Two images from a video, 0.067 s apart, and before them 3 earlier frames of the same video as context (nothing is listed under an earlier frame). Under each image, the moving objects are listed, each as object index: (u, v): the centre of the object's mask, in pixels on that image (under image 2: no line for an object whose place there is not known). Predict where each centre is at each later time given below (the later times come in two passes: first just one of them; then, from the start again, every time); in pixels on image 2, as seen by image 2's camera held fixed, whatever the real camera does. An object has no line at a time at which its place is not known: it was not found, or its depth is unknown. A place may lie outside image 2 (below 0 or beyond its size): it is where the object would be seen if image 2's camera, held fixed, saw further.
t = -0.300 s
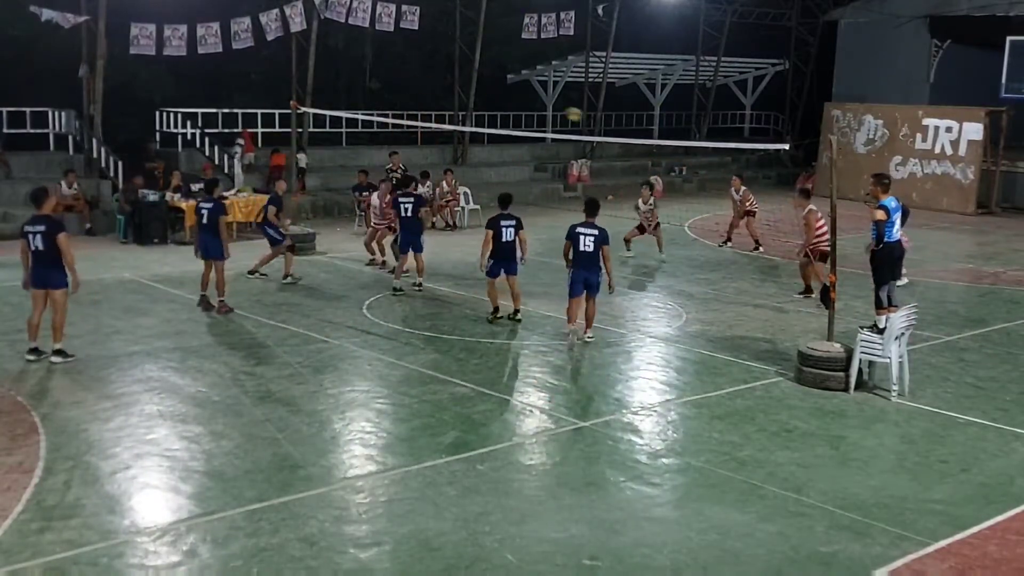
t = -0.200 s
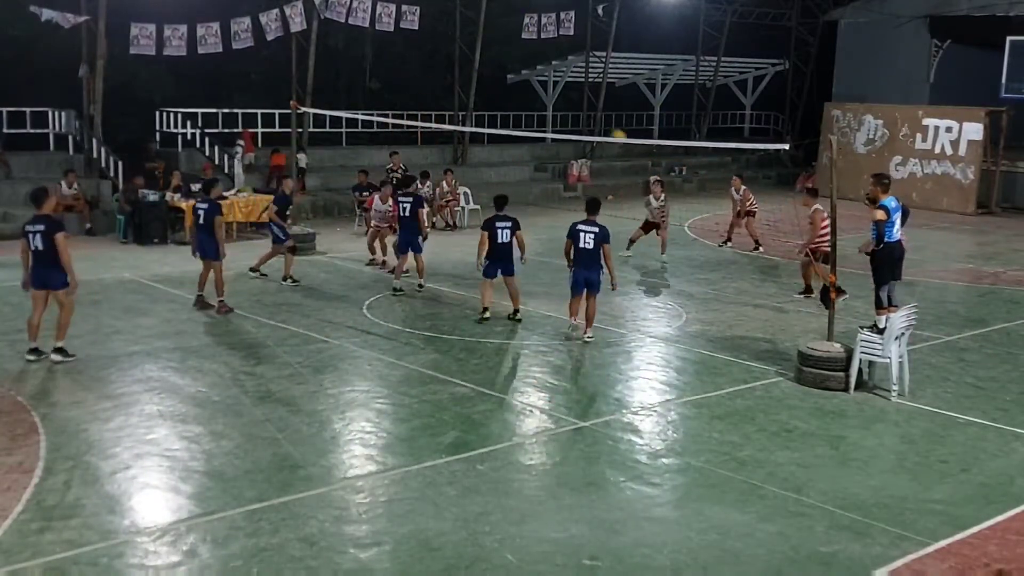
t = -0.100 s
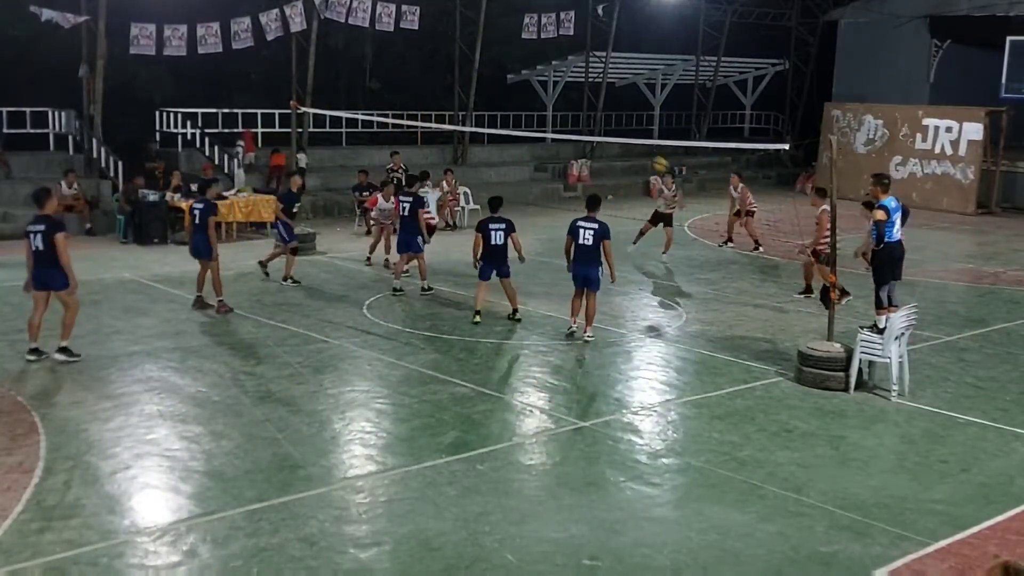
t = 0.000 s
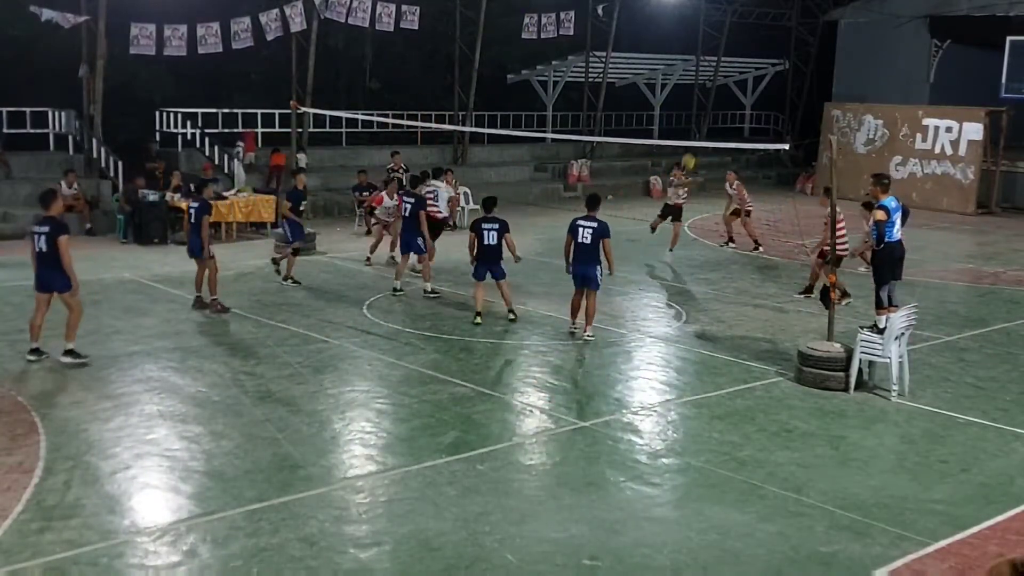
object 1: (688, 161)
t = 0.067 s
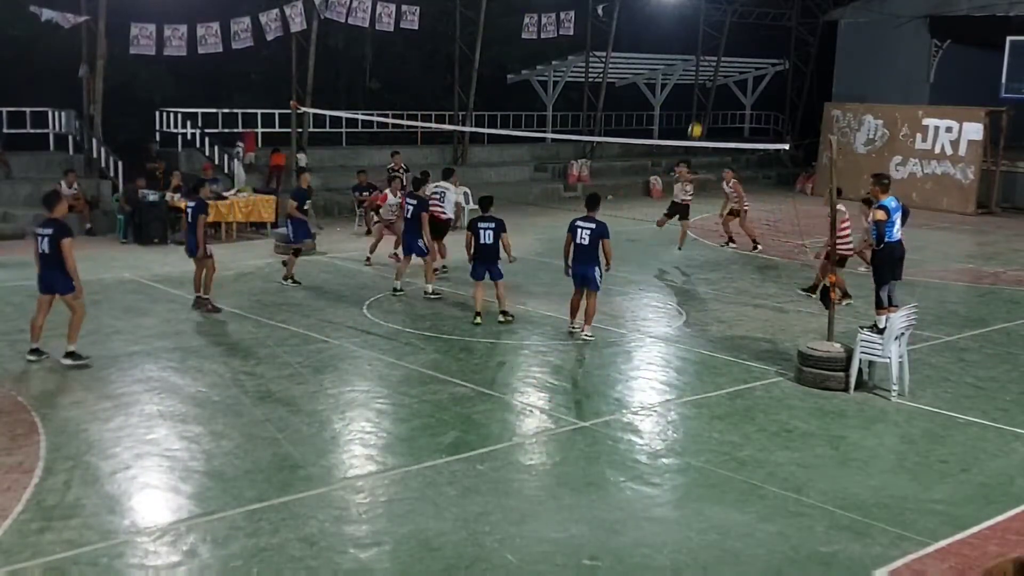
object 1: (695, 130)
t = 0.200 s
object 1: (707, 77)
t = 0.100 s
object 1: (698, 116)
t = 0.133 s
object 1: (702, 103)
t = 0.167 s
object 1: (705, 90)
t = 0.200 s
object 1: (707, 77)
